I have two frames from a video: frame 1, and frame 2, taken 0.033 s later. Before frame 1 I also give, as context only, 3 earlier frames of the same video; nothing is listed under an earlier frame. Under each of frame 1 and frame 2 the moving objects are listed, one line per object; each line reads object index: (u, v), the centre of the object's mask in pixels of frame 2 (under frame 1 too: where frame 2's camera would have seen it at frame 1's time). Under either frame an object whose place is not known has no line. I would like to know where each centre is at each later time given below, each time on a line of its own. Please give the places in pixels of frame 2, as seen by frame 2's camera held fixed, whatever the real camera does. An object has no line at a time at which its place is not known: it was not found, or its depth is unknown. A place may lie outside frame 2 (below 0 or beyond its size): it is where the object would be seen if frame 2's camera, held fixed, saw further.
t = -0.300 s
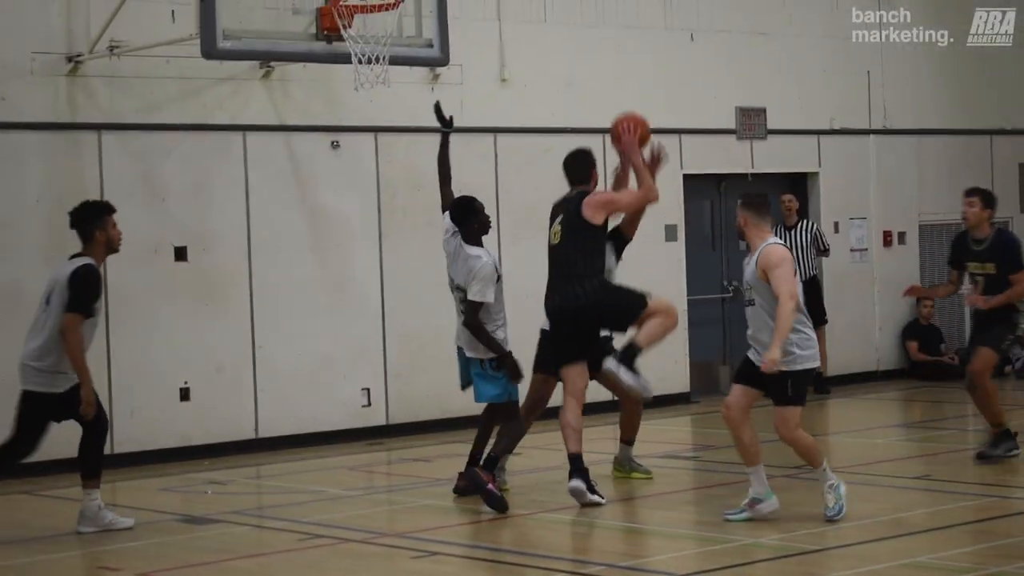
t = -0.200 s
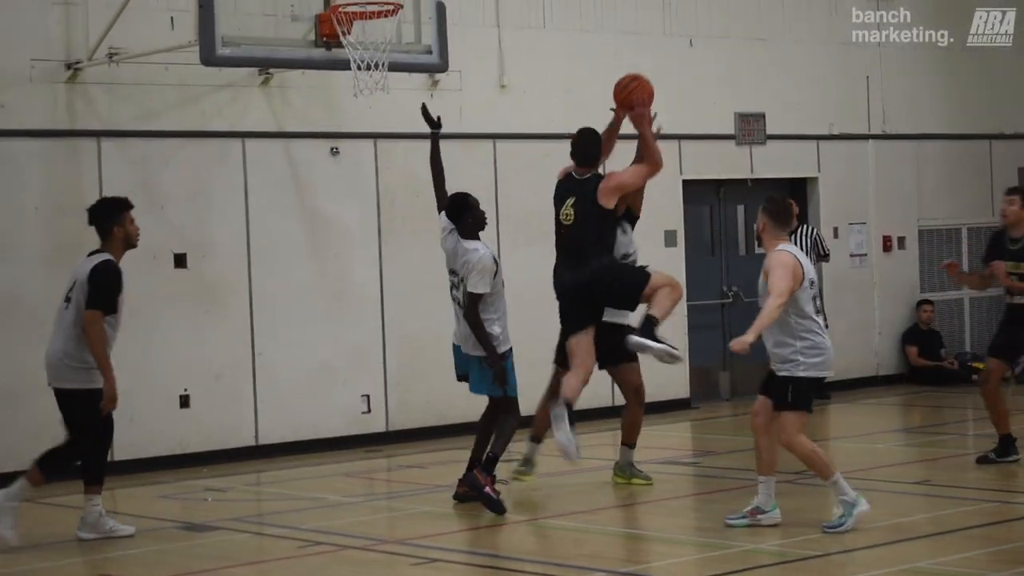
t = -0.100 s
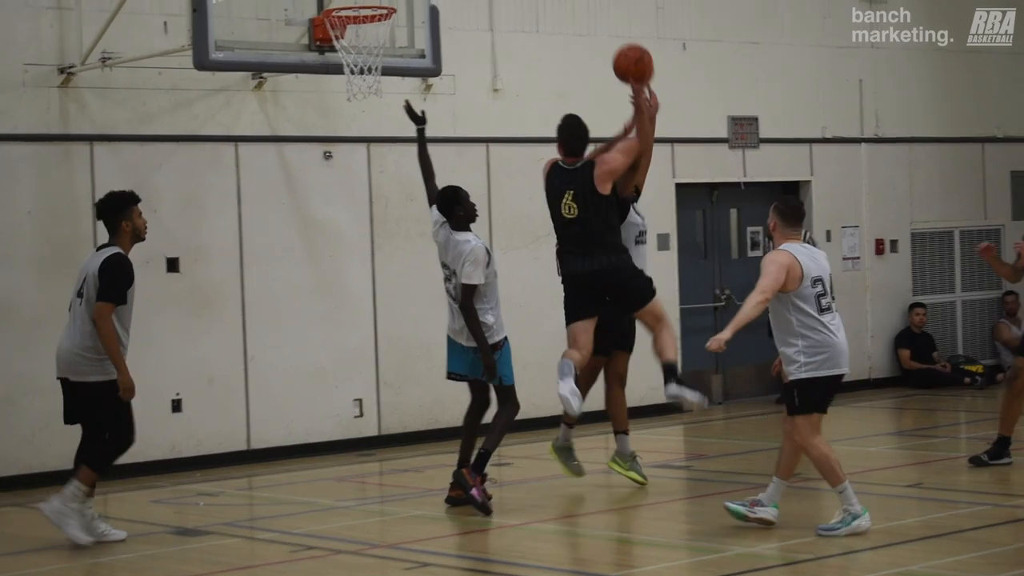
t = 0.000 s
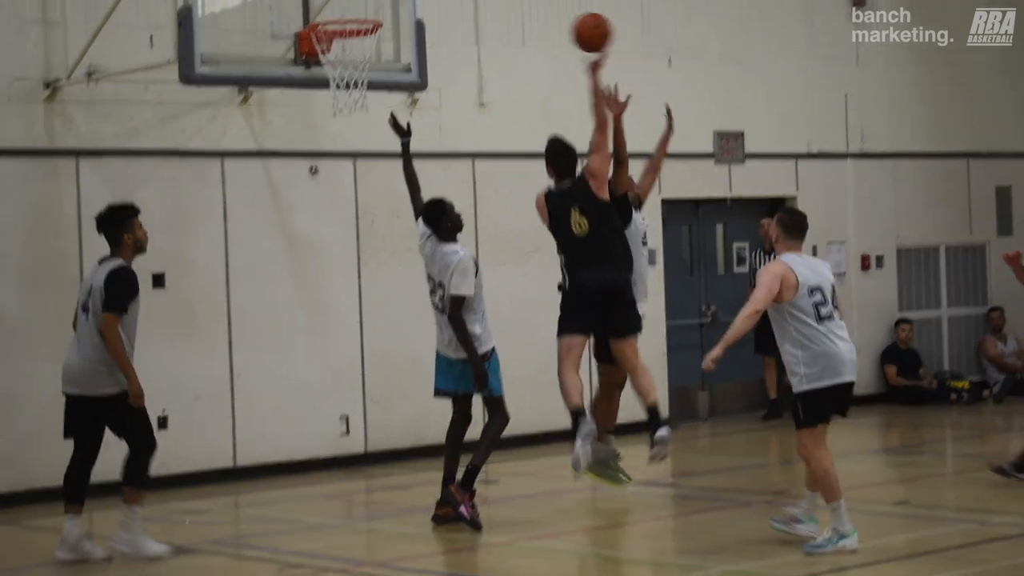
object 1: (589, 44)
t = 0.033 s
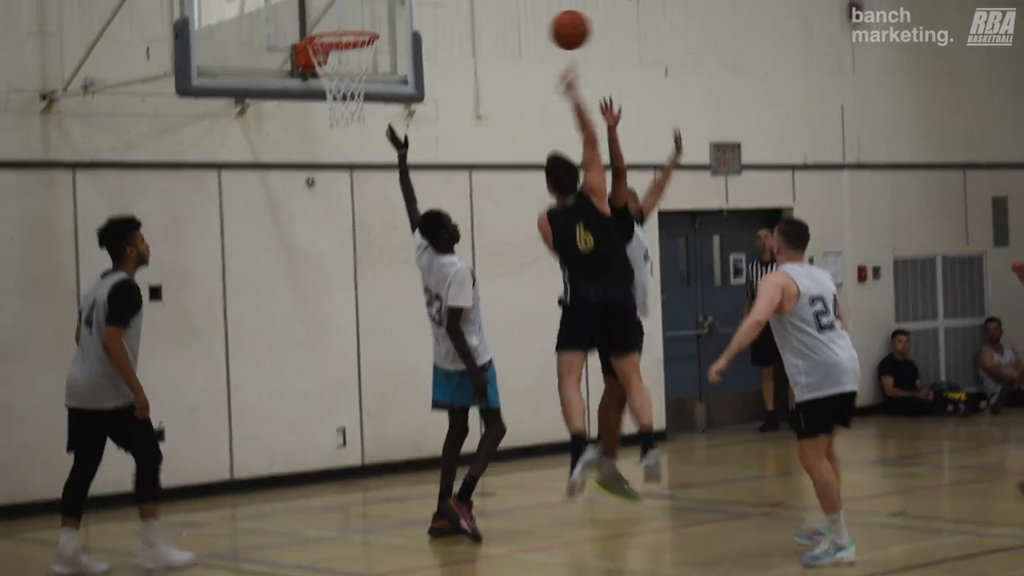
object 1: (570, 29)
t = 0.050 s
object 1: (561, 23)
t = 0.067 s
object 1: (553, 18)
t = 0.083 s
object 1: (544, 12)
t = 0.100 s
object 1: (535, 7)
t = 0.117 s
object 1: (526, 3)
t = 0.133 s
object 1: (518, -1)
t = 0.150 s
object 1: (509, -5)
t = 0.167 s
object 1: (501, -8)
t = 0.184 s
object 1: (492, -10)
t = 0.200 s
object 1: (484, -13)
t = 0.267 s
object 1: (451, -17)
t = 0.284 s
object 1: (443, -16)
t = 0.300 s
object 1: (435, -16)
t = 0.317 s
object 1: (428, -14)
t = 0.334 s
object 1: (421, -12)
